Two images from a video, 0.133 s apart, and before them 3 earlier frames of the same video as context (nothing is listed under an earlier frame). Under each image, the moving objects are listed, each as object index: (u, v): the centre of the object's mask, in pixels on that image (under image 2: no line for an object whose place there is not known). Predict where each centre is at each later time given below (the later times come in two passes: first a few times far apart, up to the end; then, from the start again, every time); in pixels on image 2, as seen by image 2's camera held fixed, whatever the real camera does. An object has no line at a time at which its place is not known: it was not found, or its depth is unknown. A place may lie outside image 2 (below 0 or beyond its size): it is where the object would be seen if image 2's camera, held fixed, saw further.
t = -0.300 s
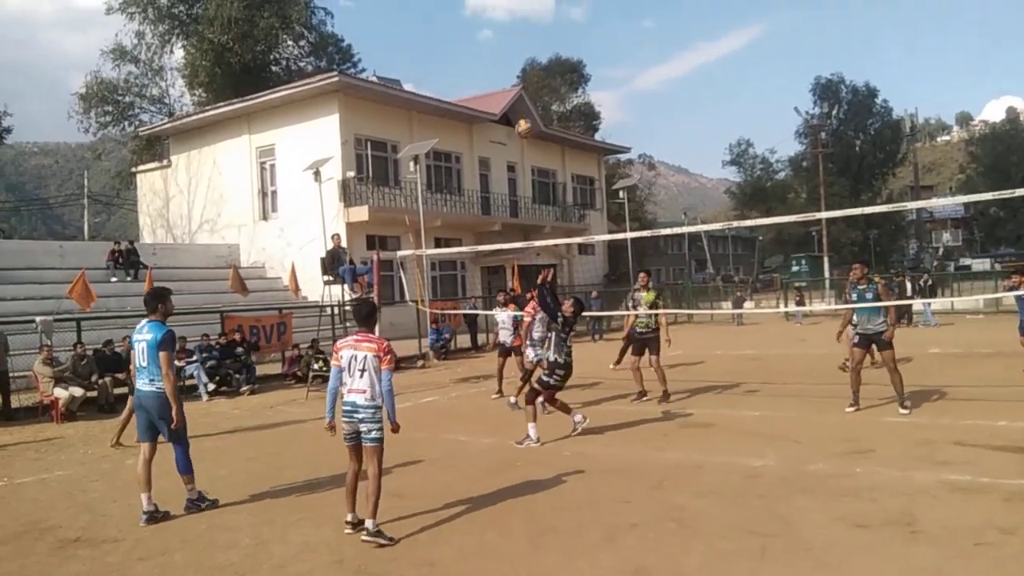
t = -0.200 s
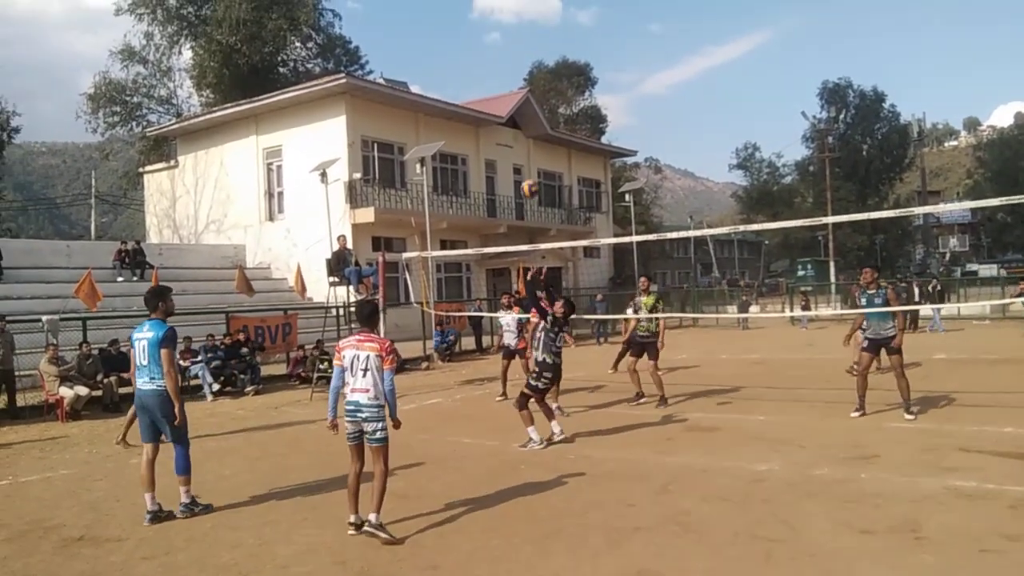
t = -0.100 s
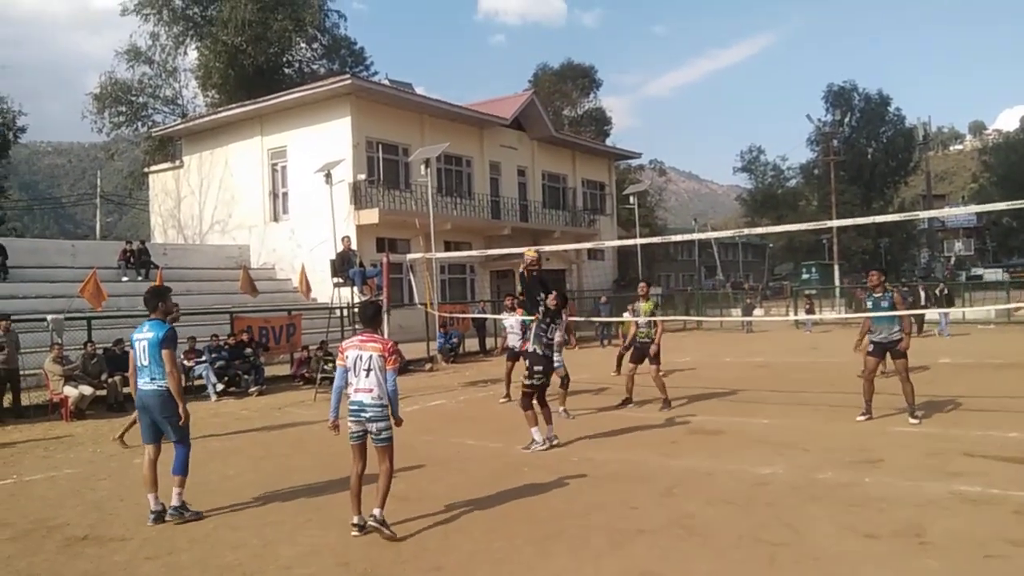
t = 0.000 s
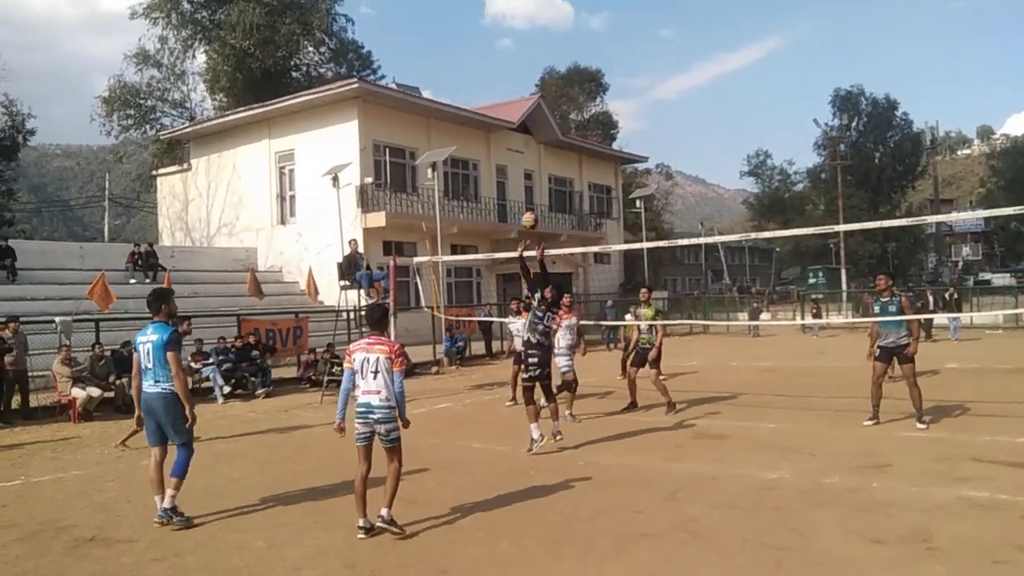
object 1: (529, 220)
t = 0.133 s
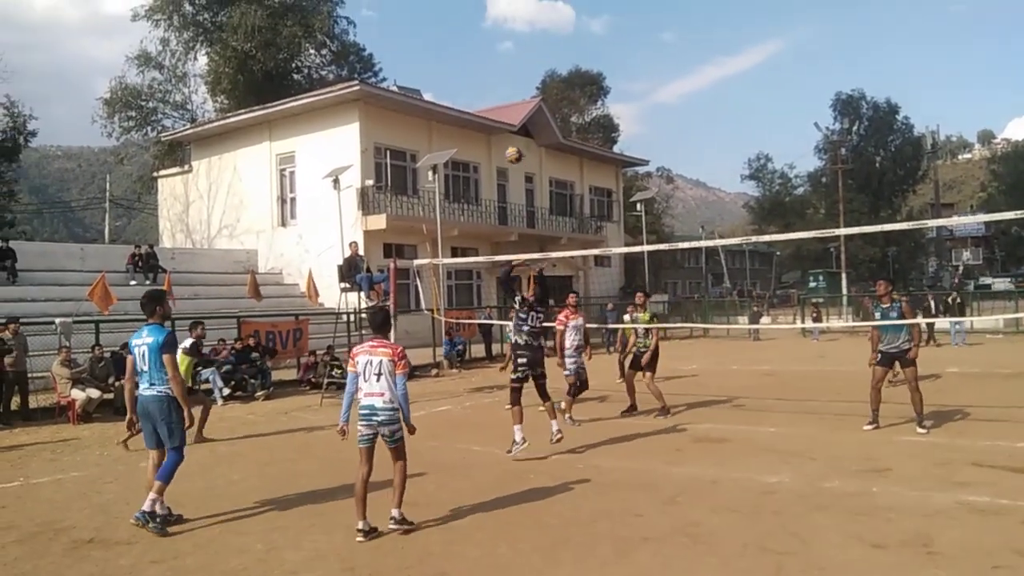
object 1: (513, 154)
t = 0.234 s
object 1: (502, 113)
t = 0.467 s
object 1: (478, 59)
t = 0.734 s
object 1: (455, 52)
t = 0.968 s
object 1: (437, 89)
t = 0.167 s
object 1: (509, 139)
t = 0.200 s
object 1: (505, 126)
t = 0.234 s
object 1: (502, 113)
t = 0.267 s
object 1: (499, 104)
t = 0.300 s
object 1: (495, 94)
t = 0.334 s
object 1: (491, 85)
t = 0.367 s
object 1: (487, 77)
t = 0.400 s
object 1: (483, 70)
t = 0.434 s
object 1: (481, 64)
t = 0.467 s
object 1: (478, 59)
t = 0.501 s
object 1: (474, 55)
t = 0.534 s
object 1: (471, 52)
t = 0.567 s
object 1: (468, 50)
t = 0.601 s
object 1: (465, 49)
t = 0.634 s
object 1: (462, 48)
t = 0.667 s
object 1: (460, 49)
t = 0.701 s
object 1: (457, 50)
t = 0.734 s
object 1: (455, 52)
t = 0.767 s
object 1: (452, 55)
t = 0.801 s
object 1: (449, 59)
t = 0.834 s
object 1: (446, 63)
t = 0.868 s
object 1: (444, 69)
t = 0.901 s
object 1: (442, 75)
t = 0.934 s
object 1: (440, 81)
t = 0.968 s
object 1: (437, 89)
